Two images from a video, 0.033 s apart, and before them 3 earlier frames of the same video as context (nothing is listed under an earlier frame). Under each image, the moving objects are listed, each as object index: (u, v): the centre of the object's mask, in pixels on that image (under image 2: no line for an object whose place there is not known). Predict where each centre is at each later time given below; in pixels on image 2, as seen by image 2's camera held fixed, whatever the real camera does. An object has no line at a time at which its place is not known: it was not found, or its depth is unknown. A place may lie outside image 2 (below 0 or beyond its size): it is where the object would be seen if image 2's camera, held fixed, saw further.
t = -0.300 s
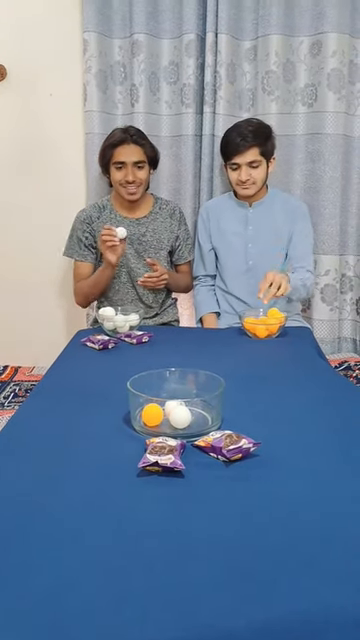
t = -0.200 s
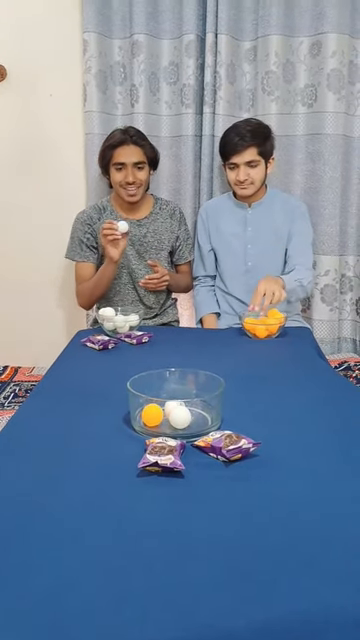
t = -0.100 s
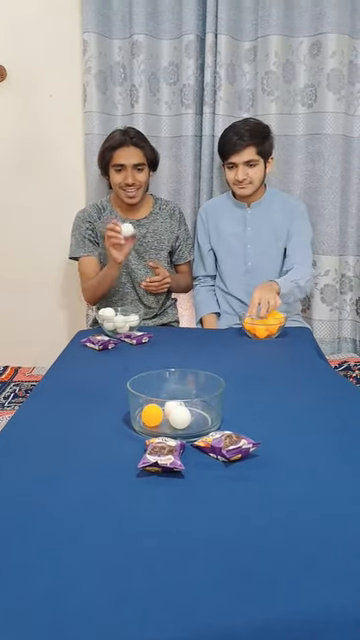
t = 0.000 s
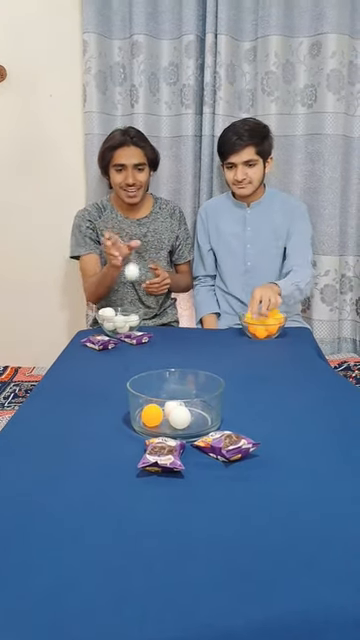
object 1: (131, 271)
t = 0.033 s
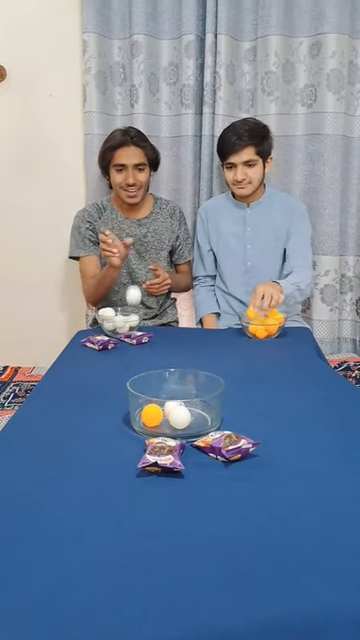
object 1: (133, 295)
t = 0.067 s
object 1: (135, 324)
